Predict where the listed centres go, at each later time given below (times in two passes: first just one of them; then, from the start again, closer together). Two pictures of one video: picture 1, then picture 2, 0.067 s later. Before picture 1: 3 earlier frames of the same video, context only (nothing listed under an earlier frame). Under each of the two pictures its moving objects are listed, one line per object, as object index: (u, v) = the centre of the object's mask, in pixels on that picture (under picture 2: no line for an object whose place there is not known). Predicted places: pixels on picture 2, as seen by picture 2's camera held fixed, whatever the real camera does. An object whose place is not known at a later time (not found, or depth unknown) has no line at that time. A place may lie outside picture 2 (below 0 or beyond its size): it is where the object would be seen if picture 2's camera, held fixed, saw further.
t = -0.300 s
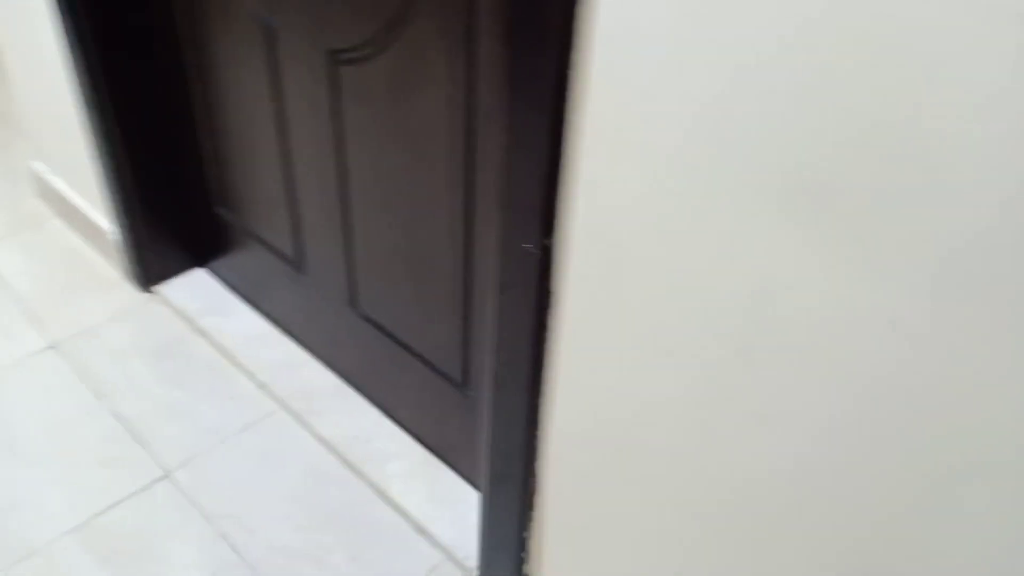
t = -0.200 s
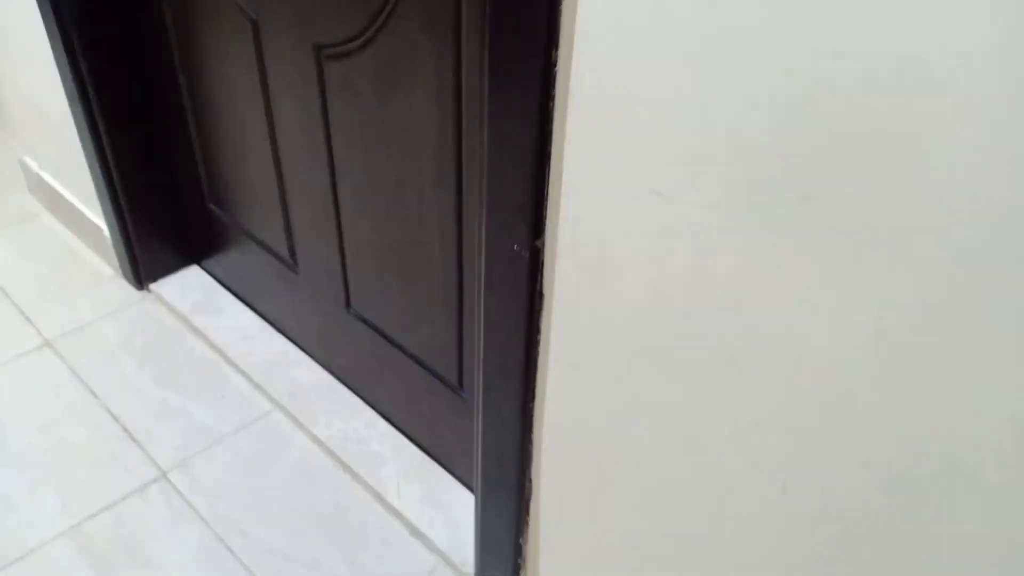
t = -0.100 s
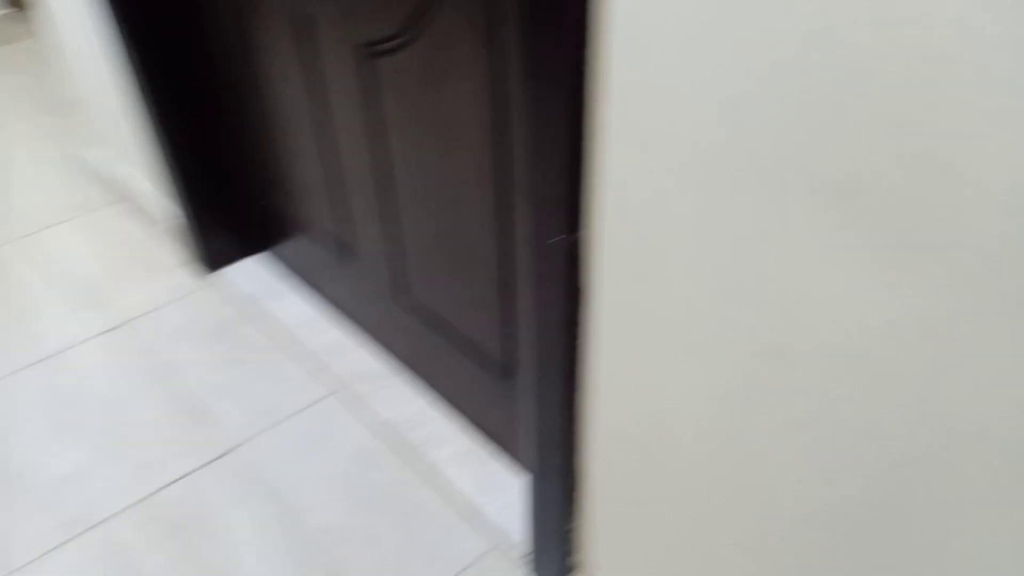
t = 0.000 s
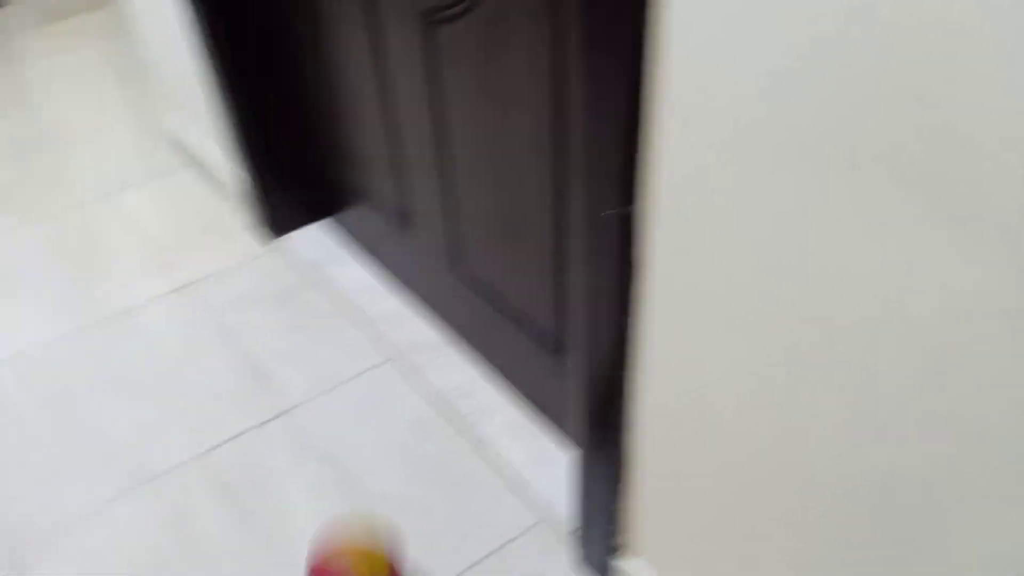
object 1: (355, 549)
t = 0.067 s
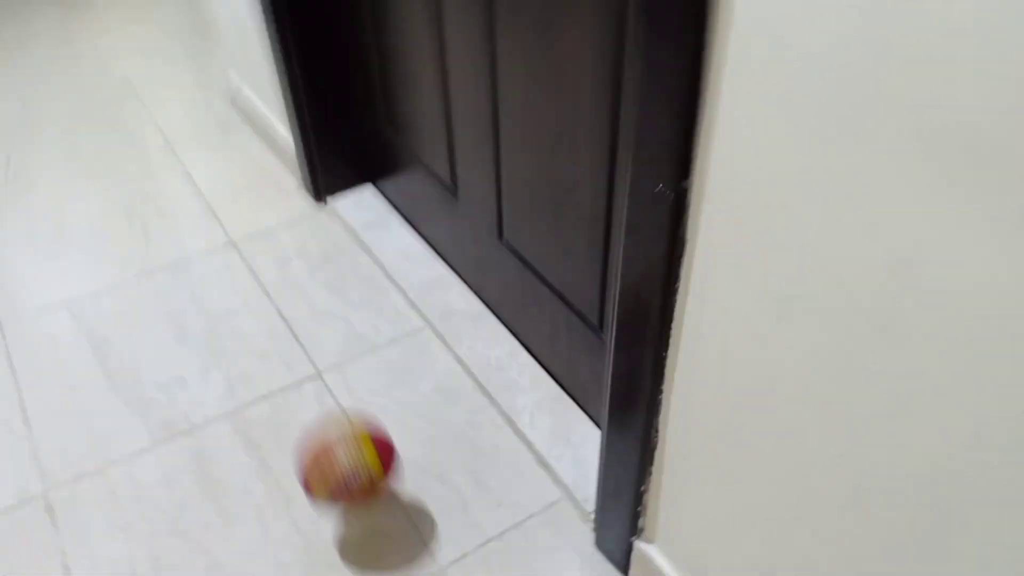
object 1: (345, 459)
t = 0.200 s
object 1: (325, 371)
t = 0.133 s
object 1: (338, 402)
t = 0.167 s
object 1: (333, 385)
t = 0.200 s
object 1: (325, 371)
